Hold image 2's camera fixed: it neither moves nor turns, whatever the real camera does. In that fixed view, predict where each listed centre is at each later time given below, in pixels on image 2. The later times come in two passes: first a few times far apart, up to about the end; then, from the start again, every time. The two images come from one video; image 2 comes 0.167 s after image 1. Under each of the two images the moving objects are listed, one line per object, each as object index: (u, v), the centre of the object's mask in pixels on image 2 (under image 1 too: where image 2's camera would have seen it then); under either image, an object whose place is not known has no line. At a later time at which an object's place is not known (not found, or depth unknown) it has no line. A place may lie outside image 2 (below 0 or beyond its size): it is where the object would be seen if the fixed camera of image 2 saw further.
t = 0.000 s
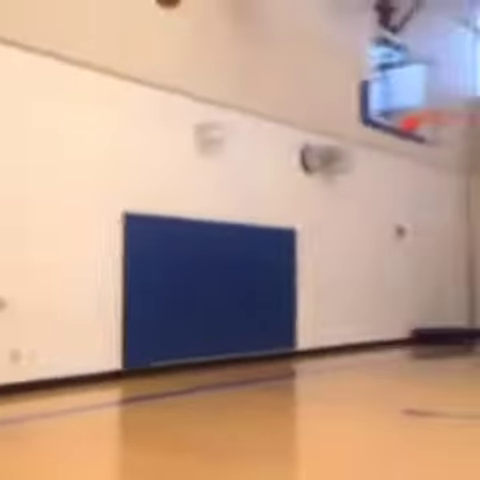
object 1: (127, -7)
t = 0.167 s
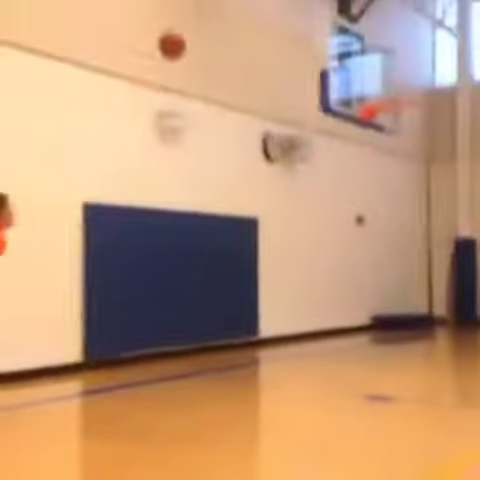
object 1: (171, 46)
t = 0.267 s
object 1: (196, 93)
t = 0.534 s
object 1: (253, 255)
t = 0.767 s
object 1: (288, 338)
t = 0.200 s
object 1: (179, 60)
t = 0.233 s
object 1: (189, 75)
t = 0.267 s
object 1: (196, 93)
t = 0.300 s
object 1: (204, 109)
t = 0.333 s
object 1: (211, 130)
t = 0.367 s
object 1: (219, 150)
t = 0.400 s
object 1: (226, 170)
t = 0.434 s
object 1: (234, 191)
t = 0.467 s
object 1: (241, 213)
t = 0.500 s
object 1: (246, 233)
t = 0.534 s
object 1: (253, 255)
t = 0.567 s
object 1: (259, 278)
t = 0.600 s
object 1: (265, 305)
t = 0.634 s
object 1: (271, 323)
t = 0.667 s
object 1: (279, 350)
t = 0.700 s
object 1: (284, 370)
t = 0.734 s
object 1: (286, 356)
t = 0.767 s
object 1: (288, 338)
